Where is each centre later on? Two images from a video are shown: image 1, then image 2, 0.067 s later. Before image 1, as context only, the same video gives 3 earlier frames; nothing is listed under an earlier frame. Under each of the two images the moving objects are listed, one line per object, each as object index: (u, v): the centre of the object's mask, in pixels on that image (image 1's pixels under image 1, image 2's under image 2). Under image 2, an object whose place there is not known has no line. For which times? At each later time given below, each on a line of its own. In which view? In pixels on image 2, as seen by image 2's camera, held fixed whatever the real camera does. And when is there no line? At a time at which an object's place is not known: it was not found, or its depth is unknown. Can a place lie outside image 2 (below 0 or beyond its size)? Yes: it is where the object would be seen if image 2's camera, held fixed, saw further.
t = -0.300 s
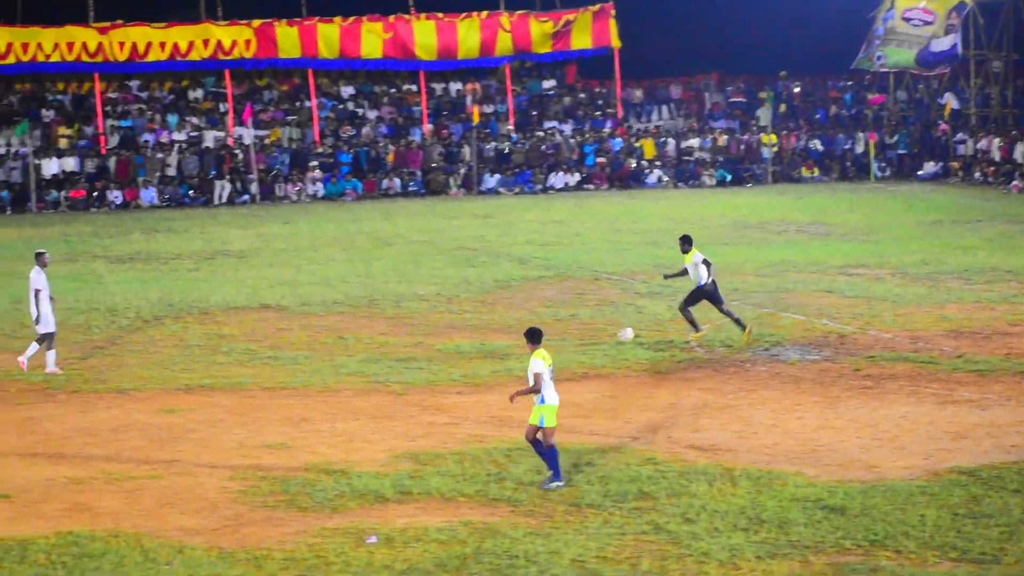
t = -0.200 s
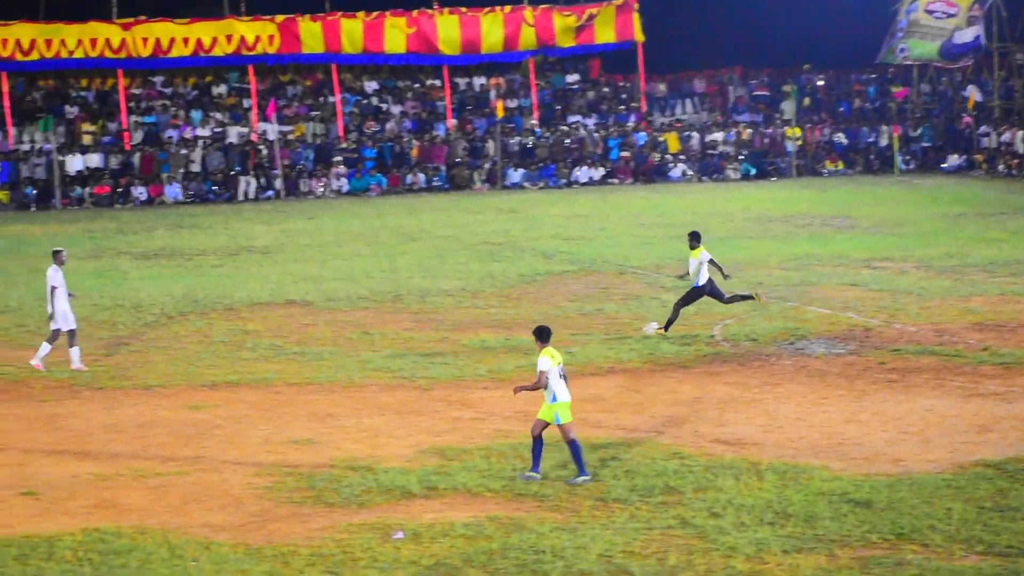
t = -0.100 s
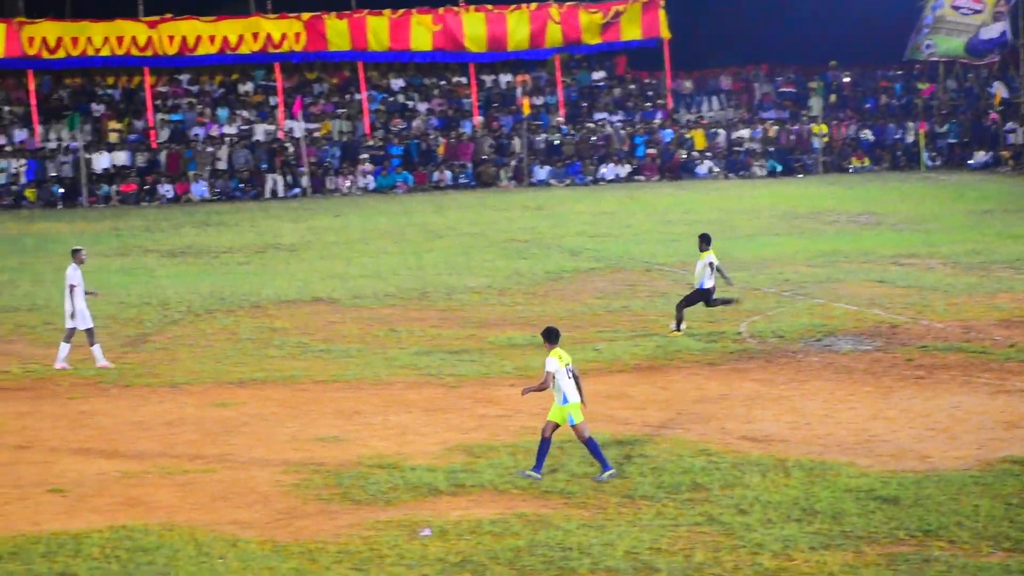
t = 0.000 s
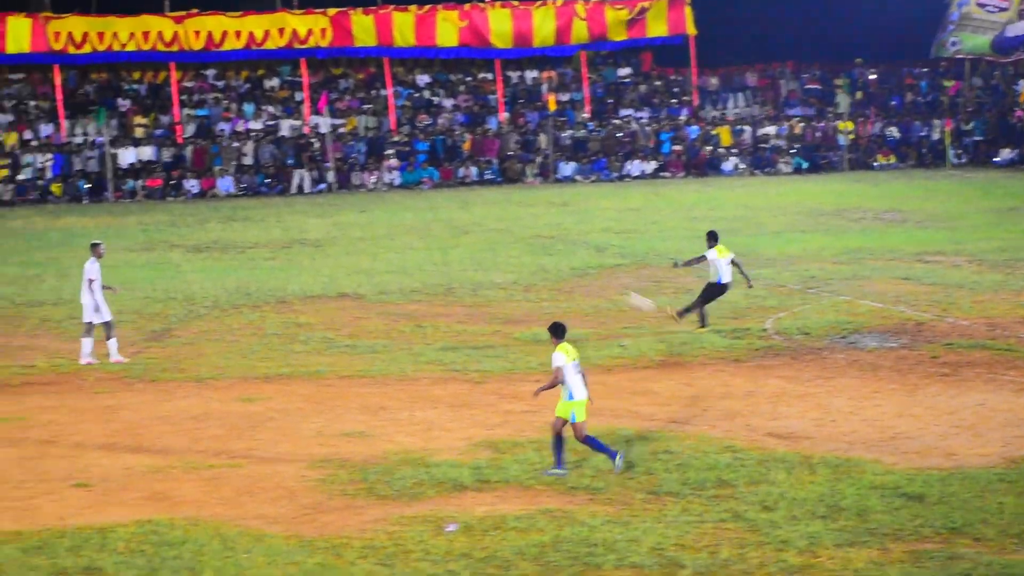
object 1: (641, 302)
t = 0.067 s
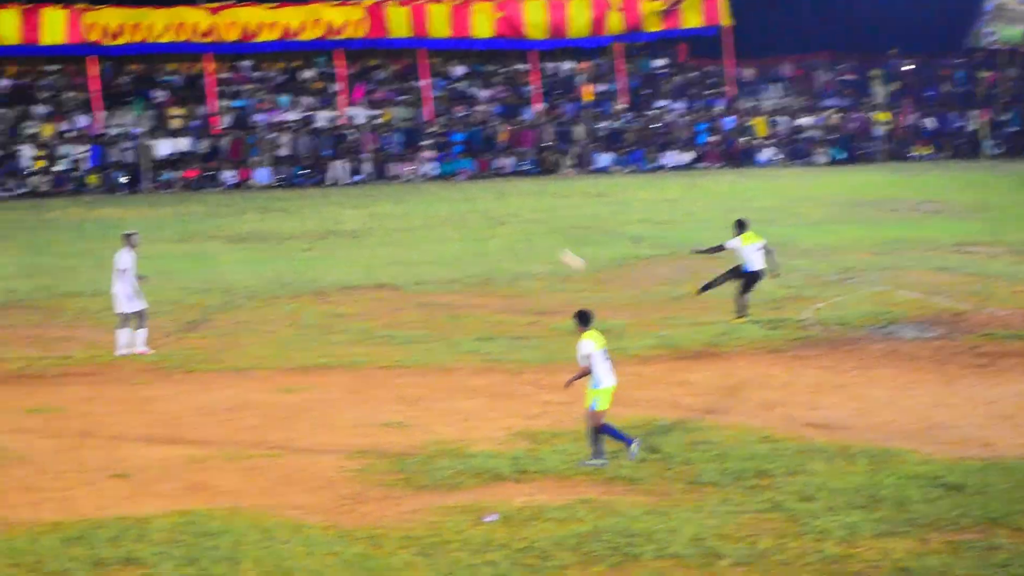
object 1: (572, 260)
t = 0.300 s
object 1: (214, 143)
